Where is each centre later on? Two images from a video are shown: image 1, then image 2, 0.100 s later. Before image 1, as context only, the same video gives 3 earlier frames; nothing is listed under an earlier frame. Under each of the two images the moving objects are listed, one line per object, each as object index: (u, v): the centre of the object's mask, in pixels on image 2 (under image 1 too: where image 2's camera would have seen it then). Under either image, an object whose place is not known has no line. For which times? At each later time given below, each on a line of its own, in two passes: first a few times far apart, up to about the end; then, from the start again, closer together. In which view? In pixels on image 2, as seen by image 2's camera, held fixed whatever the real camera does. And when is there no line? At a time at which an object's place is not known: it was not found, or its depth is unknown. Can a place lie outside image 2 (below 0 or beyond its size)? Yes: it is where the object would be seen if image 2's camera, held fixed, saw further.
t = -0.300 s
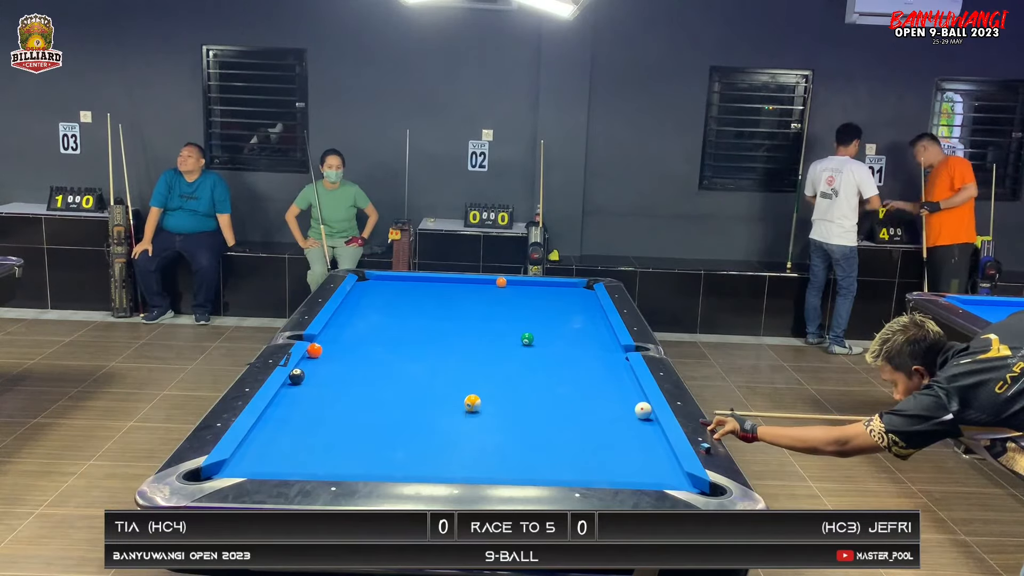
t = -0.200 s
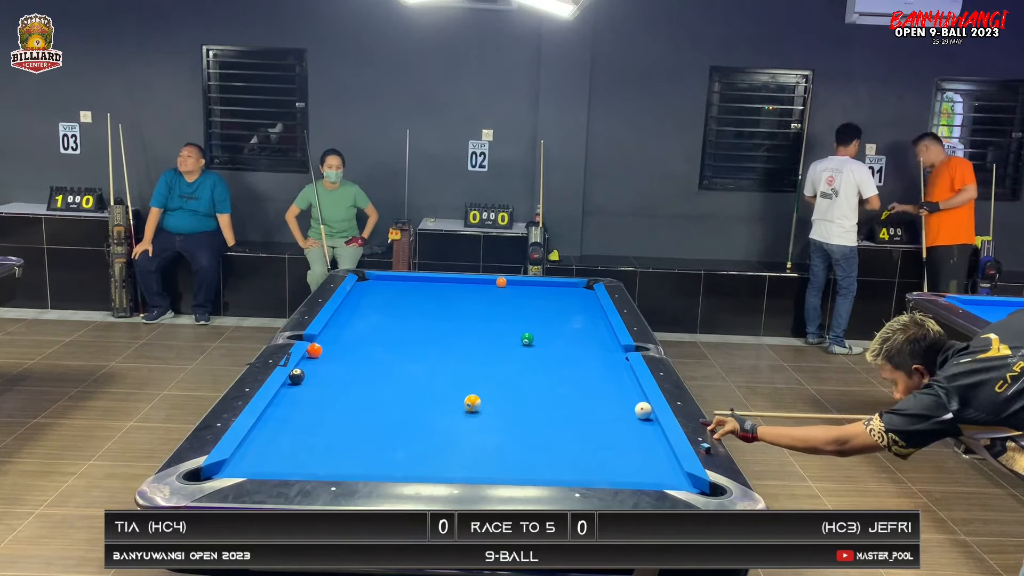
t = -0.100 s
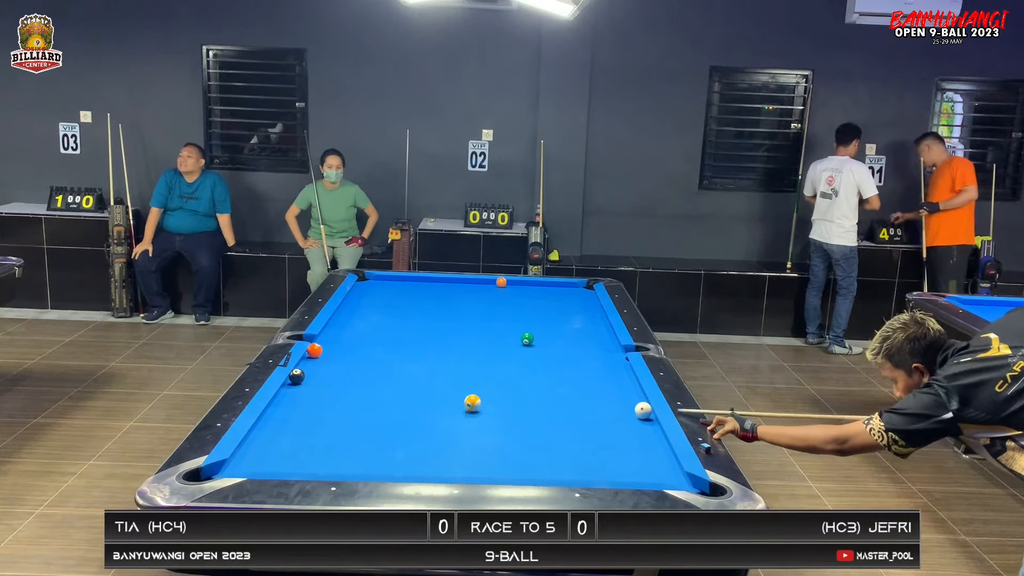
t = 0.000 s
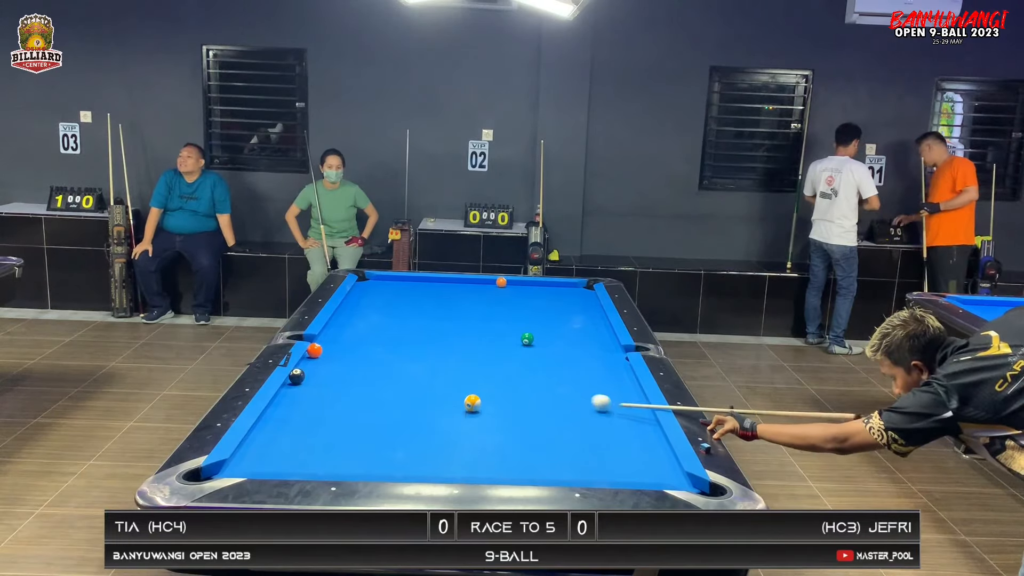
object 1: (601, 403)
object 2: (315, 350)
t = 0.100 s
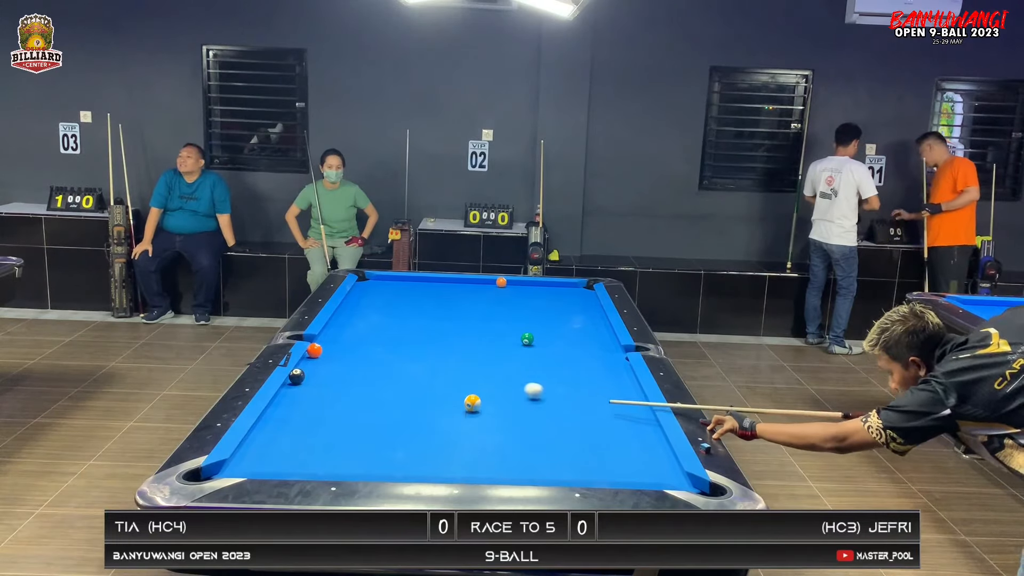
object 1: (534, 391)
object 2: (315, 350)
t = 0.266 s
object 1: (430, 373)
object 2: (314, 350)
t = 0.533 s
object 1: (320, 358)
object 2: (327, 345)
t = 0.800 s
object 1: (374, 369)
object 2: (363, 336)
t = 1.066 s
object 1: (421, 377)
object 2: (394, 327)
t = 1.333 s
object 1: (467, 386)
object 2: (422, 320)
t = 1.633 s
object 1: (520, 396)
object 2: (449, 312)
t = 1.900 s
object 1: (567, 405)
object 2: (472, 306)
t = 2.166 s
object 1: (615, 415)
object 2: (492, 300)
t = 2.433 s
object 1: (644, 422)
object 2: (510, 296)
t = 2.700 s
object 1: (623, 424)
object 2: (527, 291)
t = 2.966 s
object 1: (603, 425)
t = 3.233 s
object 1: (583, 426)
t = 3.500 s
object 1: (565, 427)
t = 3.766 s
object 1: (549, 428)
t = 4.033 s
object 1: (534, 428)
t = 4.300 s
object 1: (520, 429)
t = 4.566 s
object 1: (508, 430)
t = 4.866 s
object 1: (496, 431)
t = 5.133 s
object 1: (487, 431)
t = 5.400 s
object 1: (479, 431)
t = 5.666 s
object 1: (474, 431)
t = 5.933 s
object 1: (469, 431)
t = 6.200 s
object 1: (465, 431)
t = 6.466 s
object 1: (463, 431)
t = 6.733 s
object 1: (462, 431)
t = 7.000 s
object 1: (462, 431)
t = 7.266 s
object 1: (462, 431)
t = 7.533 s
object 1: (462, 431)
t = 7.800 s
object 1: (462, 431)
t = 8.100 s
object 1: (462, 431)
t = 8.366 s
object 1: (462, 431)
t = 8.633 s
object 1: (462, 430)
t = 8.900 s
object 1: (462, 430)
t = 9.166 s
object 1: (462, 430)
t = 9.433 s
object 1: (462, 430)
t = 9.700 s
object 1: (462, 431)
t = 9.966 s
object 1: (462, 431)
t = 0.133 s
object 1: (512, 387)
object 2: (314, 350)
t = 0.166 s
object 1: (491, 384)
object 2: (315, 350)
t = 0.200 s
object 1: (470, 380)
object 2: (315, 350)
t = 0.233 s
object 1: (450, 376)
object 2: (315, 350)
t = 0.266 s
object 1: (430, 373)
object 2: (314, 350)
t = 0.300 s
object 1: (411, 370)
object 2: (314, 350)
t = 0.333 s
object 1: (391, 366)
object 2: (315, 350)
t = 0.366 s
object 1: (372, 363)
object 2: (315, 350)
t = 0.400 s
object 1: (354, 360)
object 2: (314, 350)
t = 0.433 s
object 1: (335, 357)
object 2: (314, 350)
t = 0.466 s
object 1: (318, 354)
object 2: (312, 347)
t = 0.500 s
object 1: (312, 356)
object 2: (321, 347)
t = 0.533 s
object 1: (320, 358)
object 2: (327, 345)
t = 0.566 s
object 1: (328, 360)
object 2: (332, 344)
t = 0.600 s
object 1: (336, 361)
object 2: (337, 343)
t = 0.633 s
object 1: (343, 363)
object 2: (342, 342)
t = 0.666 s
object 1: (350, 365)
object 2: (346, 341)
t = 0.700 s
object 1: (357, 366)
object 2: (351, 339)
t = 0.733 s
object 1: (363, 367)
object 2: (355, 338)
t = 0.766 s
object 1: (368, 368)
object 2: (359, 337)
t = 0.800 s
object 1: (374, 369)
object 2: (363, 336)
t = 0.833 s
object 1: (380, 370)
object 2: (368, 335)
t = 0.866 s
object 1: (386, 371)
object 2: (372, 333)
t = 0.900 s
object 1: (392, 372)
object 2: (375, 332)
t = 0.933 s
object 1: (397, 373)
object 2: (379, 331)
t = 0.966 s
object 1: (403, 374)
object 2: (383, 330)
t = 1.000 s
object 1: (409, 375)
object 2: (387, 329)
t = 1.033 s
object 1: (415, 376)
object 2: (391, 328)
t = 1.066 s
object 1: (421, 377)
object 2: (394, 327)
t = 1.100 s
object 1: (426, 379)
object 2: (398, 326)
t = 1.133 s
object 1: (432, 380)
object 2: (402, 325)
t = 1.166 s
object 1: (438, 381)
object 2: (405, 324)
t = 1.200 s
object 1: (444, 382)
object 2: (409, 324)
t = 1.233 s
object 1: (450, 383)
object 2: (412, 323)
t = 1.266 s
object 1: (456, 384)
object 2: (415, 321)
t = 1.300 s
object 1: (461, 385)
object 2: (419, 321)
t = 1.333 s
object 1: (467, 386)
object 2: (422, 320)
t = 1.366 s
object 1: (473, 386)
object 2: (425, 319)
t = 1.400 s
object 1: (479, 388)
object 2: (428, 318)
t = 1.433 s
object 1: (485, 390)
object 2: (431, 317)
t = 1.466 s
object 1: (491, 391)
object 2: (435, 316)
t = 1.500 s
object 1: (497, 392)
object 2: (438, 315)
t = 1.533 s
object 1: (503, 393)
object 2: (441, 315)
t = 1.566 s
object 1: (509, 394)
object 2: (444, 314)
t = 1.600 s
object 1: (514, 395)
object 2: (446, 313)
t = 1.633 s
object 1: (520, 396)
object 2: (449, 312)
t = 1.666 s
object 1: (526, 398)
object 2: (452, 311)
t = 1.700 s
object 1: (532, 398)
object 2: (455, 311)
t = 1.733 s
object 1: (538, 400)
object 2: (458, 310)
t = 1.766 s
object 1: (544, 401)
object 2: (461, 309)
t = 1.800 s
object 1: (550, 402)
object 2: (463, 308)
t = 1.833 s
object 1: (556, 403)
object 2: (466, 308)
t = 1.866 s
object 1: (562, 404)
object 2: (469, 307)
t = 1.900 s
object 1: (567, 405)
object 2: (472, 306)
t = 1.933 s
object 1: (573, 407)
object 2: (474, 305)
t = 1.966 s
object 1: (580, 408)
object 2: (477, 305)
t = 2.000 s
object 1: (585, 409)
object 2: (479, 304)
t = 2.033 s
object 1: (591, 410)
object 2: (482, 303)
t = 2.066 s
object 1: (598, 411)
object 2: (485, 303)
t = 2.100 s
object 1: (604, 413)
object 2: (487, 302)
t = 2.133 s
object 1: (609, 414)
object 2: (489, 301)
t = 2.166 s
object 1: (615, 415)
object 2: (492, 300)
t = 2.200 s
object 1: (621, 416)
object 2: (494, 300)
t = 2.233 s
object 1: (628, 418)
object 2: (497, 299)
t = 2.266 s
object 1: (634, 418)
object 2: (499, 299)
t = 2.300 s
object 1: (640, 420)
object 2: (501, 298)
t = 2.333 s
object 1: (646, 421)
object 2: (503, 297)
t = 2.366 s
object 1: (651, 422)
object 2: (505, 297)
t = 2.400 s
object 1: (647, 422)
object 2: (508, 296)
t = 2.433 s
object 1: (644, 422)
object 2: (510, 296)
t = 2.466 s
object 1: (642, 423)
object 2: (512, 295)
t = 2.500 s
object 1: (639, 423)
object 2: (514, 295)
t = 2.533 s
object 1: (636, 422)
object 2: (516, 294)
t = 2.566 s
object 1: (633, 423)
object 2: (519, 293)
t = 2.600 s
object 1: (631, 423)
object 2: (521, 293)
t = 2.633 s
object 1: (628, 424)
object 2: (523, 292)
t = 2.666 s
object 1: (625, 424)
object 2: (525, 292)
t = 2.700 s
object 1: (623, 424)
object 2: (527, 291)
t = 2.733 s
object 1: (620, 424)
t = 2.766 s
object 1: (617, 424)
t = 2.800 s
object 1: (615, 424)
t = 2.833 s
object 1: (612, 424)
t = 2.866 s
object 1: (610, 424)
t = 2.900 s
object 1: (607, 425)
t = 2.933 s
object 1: (605, 425)
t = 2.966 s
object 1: (603, 425)
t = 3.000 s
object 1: (600, 425)
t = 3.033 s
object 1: (598, 425)
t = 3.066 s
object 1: (595, 425)
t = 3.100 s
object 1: (593, 426)
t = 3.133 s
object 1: (590, 425)
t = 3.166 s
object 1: (588, 426)
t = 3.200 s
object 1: (585, 426)
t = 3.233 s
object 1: (583, 426)
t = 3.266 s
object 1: (581, 426)
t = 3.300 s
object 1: (579, 426)
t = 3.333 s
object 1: (576, 427)
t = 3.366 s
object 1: (574, 426)
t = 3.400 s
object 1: (572, 427)
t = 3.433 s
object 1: (570, 427)
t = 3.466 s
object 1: (568, 427)
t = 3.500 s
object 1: (565, 427)
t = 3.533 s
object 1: (563, 427)
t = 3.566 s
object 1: (561, 427)
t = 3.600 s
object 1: (559, 427)
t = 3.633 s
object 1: (557, 427)
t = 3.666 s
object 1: (555, 427)
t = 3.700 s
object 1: (553, 428)
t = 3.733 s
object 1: (551, 428)
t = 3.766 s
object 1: (549, 428)
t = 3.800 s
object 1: (547, 428)
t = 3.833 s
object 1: (545, 428)
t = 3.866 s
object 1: (543, 428)
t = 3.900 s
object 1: (541, 428)
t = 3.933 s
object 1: (539, 428)
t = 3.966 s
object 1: (538, 428)
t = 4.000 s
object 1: (536, 428)
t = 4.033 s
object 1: (534, 428)
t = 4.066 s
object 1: (532, 429)
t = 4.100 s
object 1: (531, 429)
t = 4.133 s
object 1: (529, 429)
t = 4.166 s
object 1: (527, 429)
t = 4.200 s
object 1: (525, 429)
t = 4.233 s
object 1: (524, 429)
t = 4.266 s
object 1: (522, 429)
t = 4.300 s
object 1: (520, 429)
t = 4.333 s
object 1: (519, 429)
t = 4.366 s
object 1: (517, 429)
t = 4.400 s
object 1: (516, 429)
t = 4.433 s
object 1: (514, 429)
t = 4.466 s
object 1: (513, 430)
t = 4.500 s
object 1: (511, 430)
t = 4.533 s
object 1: (509, 430)
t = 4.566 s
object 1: (508, 430)
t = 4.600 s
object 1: (507, 430)
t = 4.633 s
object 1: (505, 430)
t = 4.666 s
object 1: (504, 430)
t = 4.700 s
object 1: (503, 430)
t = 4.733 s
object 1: (501, 430)
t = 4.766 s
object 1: (500, 430)
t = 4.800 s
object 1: (499, 430)
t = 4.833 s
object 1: (497, 430)
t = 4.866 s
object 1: (496, 431)
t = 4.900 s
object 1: (495, 430)
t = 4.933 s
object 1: (494, 430)
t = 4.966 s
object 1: (493, 430)
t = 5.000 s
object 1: (491, 431)
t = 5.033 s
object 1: (490, 430)
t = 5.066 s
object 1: (489, 431)
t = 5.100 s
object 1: (488, 431)
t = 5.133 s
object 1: (487, 431)
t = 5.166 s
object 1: (486, 431)
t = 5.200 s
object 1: (485, 431)
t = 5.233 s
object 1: (484, 431)
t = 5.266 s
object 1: (483, 431)
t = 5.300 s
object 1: (482, 431)
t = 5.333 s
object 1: (481, 431)
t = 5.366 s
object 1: (480, 431)
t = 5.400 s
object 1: (479, 431)
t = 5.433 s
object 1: (479, 431)
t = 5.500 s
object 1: (478, 431)
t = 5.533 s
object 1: (477, 431)
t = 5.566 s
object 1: (476, 431)
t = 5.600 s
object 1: (476, 431)
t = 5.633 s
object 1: (475, 431)
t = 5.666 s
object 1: (474, 431)
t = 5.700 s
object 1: (473, 431)
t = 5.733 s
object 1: (472, 431)
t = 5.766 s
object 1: (472, 431)
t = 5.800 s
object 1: (471, 431)
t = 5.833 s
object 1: (471, 431)
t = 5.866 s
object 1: (470, 431)
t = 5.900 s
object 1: (469, 431)
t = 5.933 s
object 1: (469, 431)
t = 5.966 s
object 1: (468, 431)
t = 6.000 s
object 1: (468, 431)
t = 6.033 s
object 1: (467, 431)
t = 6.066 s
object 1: (467, 431)
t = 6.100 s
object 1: (466, 431)
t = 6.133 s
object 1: (466, 431)
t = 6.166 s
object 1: (466, 431)
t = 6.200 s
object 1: (465, 431)
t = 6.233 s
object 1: (465, 431)
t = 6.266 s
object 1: (465, 431)
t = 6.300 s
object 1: (464, 431)
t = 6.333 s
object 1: (464, 431)
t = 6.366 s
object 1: (464, 431)
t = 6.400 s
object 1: (463, 431)
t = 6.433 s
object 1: (463, 431)
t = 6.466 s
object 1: (463, 431)
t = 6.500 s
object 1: (463, 431)
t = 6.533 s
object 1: (463, 431)
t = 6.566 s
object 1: (462, 431)
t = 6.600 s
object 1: (462, 430)
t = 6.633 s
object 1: (462, 430)
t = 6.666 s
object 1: (462, 430)
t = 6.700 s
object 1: (462, 431)
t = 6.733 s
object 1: (462, 431)
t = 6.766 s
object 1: (462, 430)
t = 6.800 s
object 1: (462, 431)
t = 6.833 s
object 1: (462, 431)
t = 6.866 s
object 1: (462, 431)
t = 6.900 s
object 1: (462, 430)
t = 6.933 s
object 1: (462, 431)
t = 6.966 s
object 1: (462, 431)
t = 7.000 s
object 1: (462, 431)
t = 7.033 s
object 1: (462, 431)
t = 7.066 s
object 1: (462, 431)
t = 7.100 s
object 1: (462, 431)
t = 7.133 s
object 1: (462, 431)
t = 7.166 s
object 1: (462, 431)
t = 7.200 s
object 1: (462, 431)
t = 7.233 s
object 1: (462, 431)
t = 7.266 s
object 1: (462, 431)
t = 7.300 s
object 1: (462, 431)
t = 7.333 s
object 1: (462, 431)
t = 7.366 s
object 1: (462, 431)
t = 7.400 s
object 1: (462, 431)
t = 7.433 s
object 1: (462, 431)
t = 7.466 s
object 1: (462, 431)
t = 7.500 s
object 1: (462, 431)
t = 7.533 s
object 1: (462, 431)
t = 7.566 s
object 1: (462, 431)
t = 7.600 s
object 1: (462, 431)
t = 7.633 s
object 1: (462, 431)
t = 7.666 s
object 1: (462, 431)
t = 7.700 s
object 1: (462, 431)
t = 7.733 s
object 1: (462, 431)
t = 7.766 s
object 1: (462, 431)
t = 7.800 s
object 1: (462, 431)
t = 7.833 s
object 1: (462, 431)
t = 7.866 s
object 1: (462, 431)
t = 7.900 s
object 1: (462, 431)
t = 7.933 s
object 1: (462, 431)
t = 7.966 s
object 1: (462, 431)
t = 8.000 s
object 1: (462, 431)
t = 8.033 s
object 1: (462, 431)
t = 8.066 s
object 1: (462, 431)
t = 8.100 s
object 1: (462, 431)
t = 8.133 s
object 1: (462, 431)
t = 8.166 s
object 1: (462, 430)
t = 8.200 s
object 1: (462, 431)
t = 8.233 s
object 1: (462, 431)
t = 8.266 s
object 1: (462, 431)
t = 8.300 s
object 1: (462, 431)
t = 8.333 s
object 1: (462, 431)
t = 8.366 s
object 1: (462, 431)
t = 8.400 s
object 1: (462, 431)
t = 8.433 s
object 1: (462, 431)
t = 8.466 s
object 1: (462, 431)
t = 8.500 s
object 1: (462, 431)
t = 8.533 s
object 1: (462, 431)
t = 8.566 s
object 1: (462, 430)
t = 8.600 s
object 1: (462, 430)
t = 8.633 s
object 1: (462, 430)
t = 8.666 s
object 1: (462, 430)
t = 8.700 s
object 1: (462, 430)
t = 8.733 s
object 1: (462, 430)
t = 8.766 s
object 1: (462, 430)
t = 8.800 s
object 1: (462, 430)
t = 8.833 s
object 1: (462, 430)
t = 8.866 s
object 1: (462, 430)
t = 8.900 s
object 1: (462, 430)
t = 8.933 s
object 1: (462, 430)
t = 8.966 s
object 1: (462, 431)
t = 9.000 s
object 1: (462, 431)
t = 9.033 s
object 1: (462, 430)
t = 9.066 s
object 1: (462, 430)
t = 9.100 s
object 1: (462, 430)
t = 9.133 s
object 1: (462, 430)
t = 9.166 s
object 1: (462, 430)
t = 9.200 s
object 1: (462, 430)
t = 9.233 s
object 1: (462, 430)
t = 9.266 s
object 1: (462, 430)
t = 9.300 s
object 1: (462, 430)
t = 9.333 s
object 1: (462, 430)
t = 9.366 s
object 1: (462, 430)
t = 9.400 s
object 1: (462, 431)
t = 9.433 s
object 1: (462, 430)
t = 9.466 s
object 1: (462, 430)
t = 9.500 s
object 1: (462, 430)
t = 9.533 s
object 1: (462, 430)
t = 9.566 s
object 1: (462, 430)
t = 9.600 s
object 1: (462, 431)
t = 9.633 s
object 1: (462, 431)
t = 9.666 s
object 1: (462, 431)
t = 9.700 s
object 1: (462, 431)
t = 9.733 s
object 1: (462, 431)
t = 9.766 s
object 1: (462, 431)
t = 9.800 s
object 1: (462, 431)
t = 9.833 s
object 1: (462, 431)
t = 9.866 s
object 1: (462, 431)
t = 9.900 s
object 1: (462, 431)
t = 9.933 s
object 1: (462, 431)
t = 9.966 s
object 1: (462, 431)
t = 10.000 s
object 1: (462, 431)
